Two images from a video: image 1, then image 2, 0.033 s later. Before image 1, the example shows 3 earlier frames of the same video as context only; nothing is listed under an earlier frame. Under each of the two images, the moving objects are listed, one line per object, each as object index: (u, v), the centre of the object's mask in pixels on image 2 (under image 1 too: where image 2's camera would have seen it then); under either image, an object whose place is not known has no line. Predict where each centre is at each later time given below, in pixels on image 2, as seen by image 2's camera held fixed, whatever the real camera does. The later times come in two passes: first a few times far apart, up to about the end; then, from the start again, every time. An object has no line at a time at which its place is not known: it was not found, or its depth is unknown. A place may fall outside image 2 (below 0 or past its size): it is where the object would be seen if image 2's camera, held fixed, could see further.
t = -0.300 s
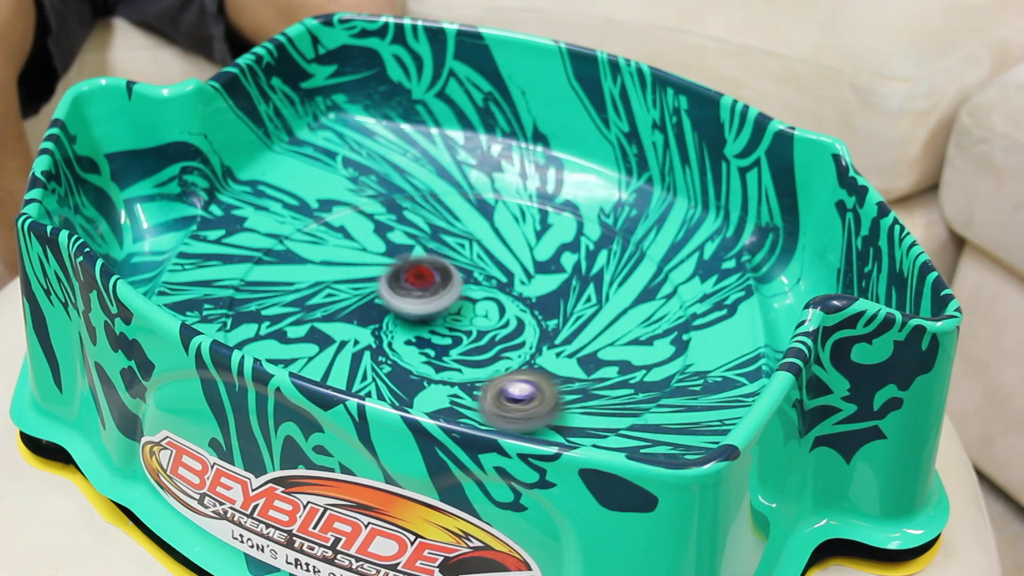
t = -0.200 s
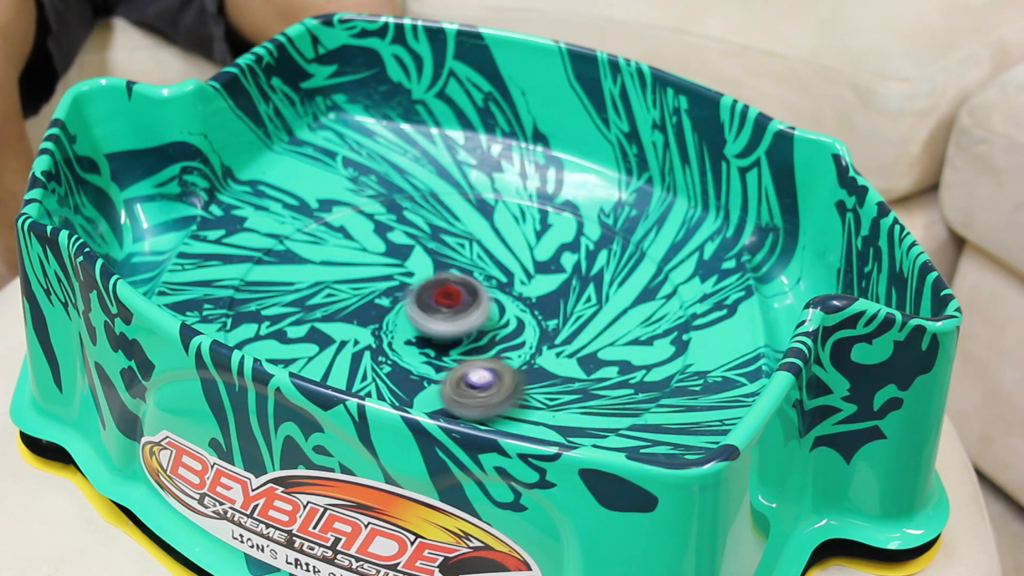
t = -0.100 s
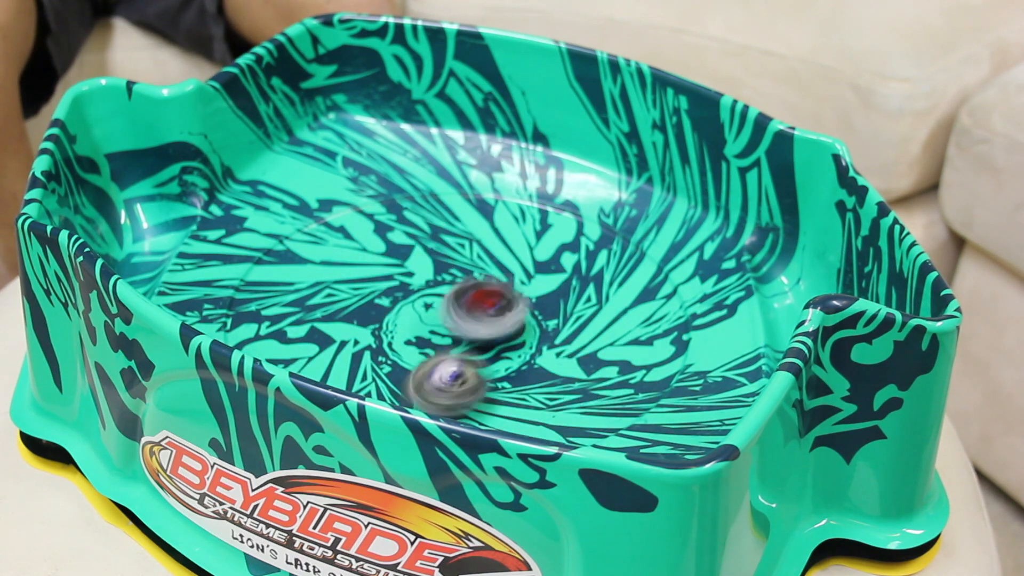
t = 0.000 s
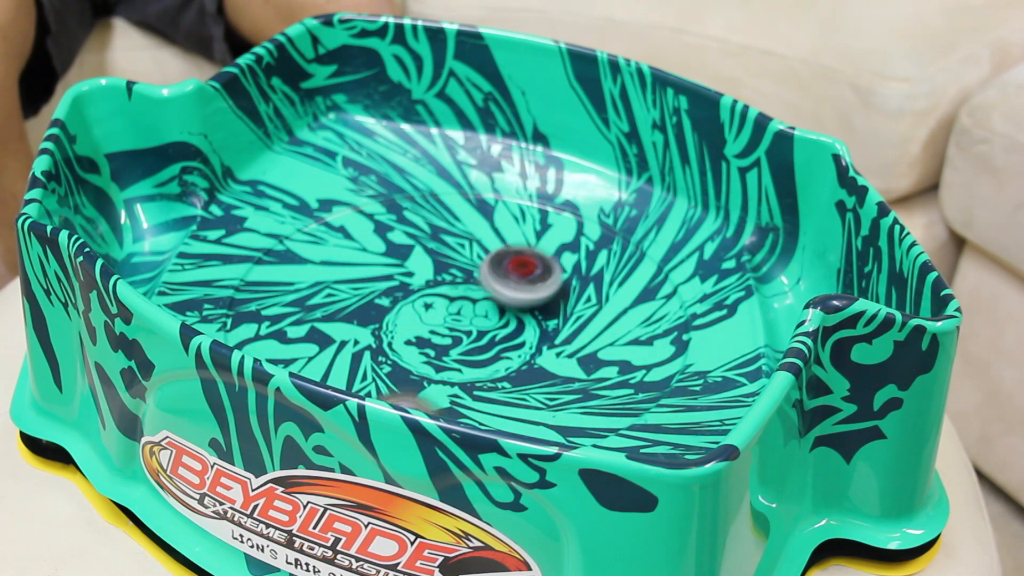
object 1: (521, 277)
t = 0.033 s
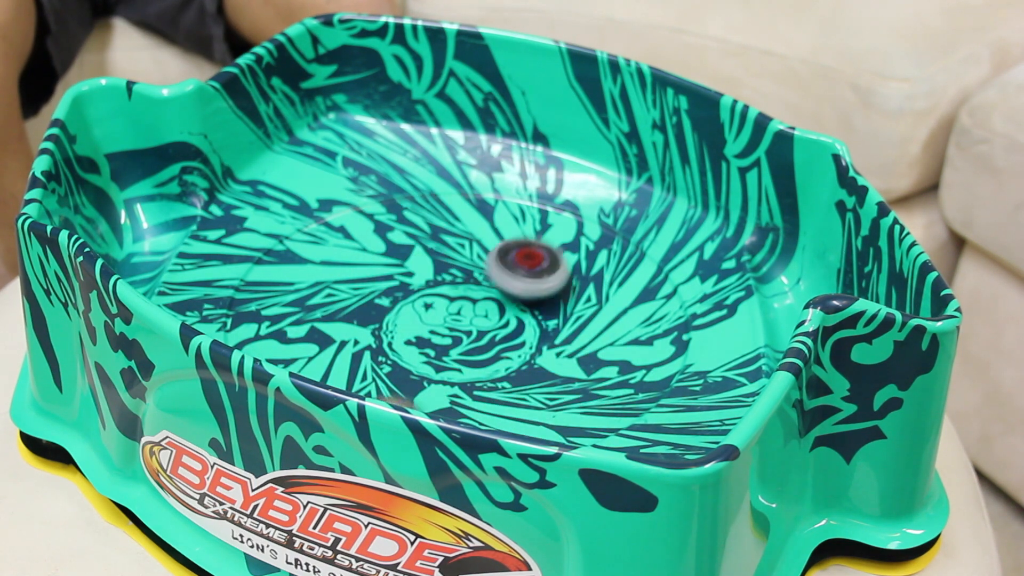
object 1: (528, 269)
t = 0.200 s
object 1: (537, 235)
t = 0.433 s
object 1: (487, 239)
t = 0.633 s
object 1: (464, 289)
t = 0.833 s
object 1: (461, 337)
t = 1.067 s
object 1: (478, 383)
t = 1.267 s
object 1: (515, 386)
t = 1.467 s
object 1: (504, 347)
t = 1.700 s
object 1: (449, 302)
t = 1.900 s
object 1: (400, 272)
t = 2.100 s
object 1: (355, 266)
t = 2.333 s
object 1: (385, 299)
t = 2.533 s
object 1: (460, 313)
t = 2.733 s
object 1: (531, 311)
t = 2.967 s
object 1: (582, 291)
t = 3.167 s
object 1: (547, 282)
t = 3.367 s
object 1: (486, 303)
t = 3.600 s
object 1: (431, 339)
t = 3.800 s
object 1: (411, 365)
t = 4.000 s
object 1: (443, 366)
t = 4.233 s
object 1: (423, 339)
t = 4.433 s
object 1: (388, 321)
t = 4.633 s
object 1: (376, 309)
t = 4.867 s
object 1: (358, 281)
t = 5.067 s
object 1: (377, 275)
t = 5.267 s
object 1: (422, 276)
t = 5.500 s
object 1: (463, 253)
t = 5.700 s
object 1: (483, 245)
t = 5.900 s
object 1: (492, 264)
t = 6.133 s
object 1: (473, 280)
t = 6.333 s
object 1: (427, 283)
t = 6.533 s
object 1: (391, 301)
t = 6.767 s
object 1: (407, 330)
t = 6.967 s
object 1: (386, 312)
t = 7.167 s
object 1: (388, 301)
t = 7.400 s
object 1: (413, 294)
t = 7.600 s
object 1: (446, 276)
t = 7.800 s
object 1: (473, 264)
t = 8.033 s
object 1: (500, 265)
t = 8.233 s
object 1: (506, 278)
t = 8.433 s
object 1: (505, 302)
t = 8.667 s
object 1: (490, 326)
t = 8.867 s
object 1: (465, 341)
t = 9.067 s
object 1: (442, 347)
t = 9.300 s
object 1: (428, 346)
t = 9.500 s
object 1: (436, 332)
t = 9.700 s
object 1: (442, 334)
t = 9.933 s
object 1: (459, 331)
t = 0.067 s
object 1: (532, 262)
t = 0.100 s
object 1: (536, 255)
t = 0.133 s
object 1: (537, 247)
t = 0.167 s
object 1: (538, 241)
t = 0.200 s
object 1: (537, 235)
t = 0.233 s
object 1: (534, 231)
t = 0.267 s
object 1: (528, 227)
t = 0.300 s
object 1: (522, 226)
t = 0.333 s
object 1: (513, 227)
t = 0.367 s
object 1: (505, 229)
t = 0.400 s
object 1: (496, 233)
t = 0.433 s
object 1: (487, 239)
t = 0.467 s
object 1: (480, 247)
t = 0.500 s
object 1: (474, 255)
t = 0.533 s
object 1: (471, 263)
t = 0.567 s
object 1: (468, 272)
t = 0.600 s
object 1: (466, 280)
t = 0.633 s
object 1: (464, 289)
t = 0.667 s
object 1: (462, 296)
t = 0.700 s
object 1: (462, 305)
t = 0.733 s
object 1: (461, 313)
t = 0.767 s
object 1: (461, 322)
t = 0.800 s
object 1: (461, 329)
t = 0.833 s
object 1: (461, 337)
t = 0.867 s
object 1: (462, 345)
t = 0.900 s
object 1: (463, 352)
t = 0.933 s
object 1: (463, 359)
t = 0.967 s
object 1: (466, 366)
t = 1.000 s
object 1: (469, 373)
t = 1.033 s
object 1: (472, 378)
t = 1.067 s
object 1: (478, 383)
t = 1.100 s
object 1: (483, 387)
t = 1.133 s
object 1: (491, 390)
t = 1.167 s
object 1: (497, 392)
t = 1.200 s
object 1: (504, 391)
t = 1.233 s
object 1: (510, 389)
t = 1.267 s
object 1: (515, 386)
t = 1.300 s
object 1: (517, 381)
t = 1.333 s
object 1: (518, 374)
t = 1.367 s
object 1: (517, 367)
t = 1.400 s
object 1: (514, 360)
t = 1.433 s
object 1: (510, 353)
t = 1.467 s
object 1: (504, 347)
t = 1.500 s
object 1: (498, 340)
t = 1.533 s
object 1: (490, 332)
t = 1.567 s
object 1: (483, 326)
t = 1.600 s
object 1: (475, 320)
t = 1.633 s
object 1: (466, 314)
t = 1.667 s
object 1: (458, 308)
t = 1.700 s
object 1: (449, 302)
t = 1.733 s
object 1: (442, 296)
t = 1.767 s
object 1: (433, 291)
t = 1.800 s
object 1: (425, 285)
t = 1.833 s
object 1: (416, 281)
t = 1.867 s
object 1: (408, 276)
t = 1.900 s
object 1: (400, 272)
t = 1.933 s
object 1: (391, 269)
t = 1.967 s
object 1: (381, 266)
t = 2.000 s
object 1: (373, 264)
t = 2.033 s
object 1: (366, 264)
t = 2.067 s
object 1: (360, 264)
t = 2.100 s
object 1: (355, 266)
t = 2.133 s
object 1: (352, 269)
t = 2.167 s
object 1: (351, 274)
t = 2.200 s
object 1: (353, 279)
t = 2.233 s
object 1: (359, 286)
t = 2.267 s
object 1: (365, 290)
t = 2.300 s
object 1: (374, 295)
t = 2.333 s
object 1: (385, 299)
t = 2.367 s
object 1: (396, 303)
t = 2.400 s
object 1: (408, 306)
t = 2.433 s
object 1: (421, 308)
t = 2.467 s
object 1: (434, 310)
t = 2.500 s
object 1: (447, 312)
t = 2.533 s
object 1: (460, 313)
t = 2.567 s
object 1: (473, 313)
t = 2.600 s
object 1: (485, 314)
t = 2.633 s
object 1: (497, 313)
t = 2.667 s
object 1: (509, 313)
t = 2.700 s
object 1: (521, 312)
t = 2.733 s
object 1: (531, 311)
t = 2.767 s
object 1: (542, 310)
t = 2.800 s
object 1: (553, 307)
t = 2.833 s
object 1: (562, 304)
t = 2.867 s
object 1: (569, 302)
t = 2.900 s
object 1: (575, 298)
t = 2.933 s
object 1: (580, 295)
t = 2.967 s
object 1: (582, 291)
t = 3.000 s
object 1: (582, 288)
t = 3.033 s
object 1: (579, 285)
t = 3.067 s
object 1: (575, 282)
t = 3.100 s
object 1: (567, 281)
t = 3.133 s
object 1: (558, 281)
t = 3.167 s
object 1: (547, 282)
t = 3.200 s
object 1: (538, 284)
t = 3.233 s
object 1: (528, 287)
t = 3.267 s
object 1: (516, 290)
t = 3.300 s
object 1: (505, 294)
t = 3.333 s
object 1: (495, 299)
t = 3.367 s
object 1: (486, 303)
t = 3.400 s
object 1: (477, 308)
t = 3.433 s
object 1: (469, 312)
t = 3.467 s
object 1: (461, 319)
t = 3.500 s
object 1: (452, 324)
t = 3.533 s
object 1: (445, 329)
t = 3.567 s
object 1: (438, 333)
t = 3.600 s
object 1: (431, 339)
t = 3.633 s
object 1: (425, 344)
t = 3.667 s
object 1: (420, 349)
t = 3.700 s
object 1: (416, 353)
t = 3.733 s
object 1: (413, 358)
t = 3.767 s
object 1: (412, 362)
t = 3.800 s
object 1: (411, 365)
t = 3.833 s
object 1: (413, 368)
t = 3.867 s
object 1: (416, 370)
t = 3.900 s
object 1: (422, 372)
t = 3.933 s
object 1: (428, 372)
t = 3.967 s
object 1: (436, 370)
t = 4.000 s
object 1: (443, 366)
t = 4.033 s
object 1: (449, 362)
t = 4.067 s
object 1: (455, 357)
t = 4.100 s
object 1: (456, 352)
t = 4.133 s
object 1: (448, 349)
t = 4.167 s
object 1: (440, 346)
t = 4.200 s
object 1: (432, 342)
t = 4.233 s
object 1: (423, 339)
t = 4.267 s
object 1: (416, 335)
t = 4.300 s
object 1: (409, 332)
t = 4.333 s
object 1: (403, 330)
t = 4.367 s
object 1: (397, 327)
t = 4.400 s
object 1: (392, 324)
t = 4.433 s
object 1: (388, 321)
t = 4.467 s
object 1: (384, 319)
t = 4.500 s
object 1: (382, 316)
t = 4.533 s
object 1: (378, 314)
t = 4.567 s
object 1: (377, 312)
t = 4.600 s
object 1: (376, 311)
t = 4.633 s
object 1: (376, 309)
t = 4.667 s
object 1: (373, 305)
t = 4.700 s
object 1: (368, 298)
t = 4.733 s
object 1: (365, 293)
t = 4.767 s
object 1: (363, 289)
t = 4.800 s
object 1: (361, 286)
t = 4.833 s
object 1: (359, 283)
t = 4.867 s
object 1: (358, 281)
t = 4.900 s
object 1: (358, 279)
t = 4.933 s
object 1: (359, 277)
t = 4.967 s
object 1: (363, 276)
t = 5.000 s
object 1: (367, 275)
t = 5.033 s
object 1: (372, 275)
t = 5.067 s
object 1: (377, 275)
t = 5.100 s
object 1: (384, 275)
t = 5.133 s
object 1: (391, 276)
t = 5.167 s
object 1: (398, 276)
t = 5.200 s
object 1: (406, 276)
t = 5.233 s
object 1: (414, 277)
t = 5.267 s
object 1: (422, 276)
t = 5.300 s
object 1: (431, 276)
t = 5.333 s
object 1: (437, 271)
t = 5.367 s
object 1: (444, 265)
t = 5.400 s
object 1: (450, 262)
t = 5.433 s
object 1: (454, 258)
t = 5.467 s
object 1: (459, 255)
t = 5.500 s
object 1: (463, 253)
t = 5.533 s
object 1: (468, 250)
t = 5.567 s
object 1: (472, 248)
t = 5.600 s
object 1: (475, 246)
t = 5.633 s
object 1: (479, 245)
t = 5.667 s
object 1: (482, 245)
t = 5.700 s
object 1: (483, 245)
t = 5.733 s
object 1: (487, 248)
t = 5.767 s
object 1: (489, 250)
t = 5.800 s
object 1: (490, 253)
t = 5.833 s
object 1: (491, 256)
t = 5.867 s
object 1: (491, 260)
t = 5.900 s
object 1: (492, 264)
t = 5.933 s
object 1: (493, 270)
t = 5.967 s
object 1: (495, 275)
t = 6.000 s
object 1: (498, 281)
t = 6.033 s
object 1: (499, 286)
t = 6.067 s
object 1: (494, 286)
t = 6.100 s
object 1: (484, 281)
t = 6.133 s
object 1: (473, 280)
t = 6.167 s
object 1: (467, 280)
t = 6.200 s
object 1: (458, 280)
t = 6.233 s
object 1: (449, 280)
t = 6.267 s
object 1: (441, 281)
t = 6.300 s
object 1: (434, 282)
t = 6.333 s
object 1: (427, 283)
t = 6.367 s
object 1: (419, 285)
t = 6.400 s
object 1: (413, 287)
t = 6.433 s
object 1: (405, 290)
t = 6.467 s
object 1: (400, 294)
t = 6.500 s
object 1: (396, 297)
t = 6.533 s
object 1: (391, 301)
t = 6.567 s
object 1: (390, 305)
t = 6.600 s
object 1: (390, 310)
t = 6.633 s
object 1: (390, 314)
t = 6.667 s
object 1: (393, 319)
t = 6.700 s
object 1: (397, 323)
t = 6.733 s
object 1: (400, 326)
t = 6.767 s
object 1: (407, 330)
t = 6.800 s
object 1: (406, 328)
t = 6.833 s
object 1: (398, 323)
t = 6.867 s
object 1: (394, 319)
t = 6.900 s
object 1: (391, 317)
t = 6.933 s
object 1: (387, 314)
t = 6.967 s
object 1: (386, 312)
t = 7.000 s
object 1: (385, 310)
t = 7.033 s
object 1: (384, 308)
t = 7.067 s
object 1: (385, 306)
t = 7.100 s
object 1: (386, 304)
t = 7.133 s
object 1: (387, 303)
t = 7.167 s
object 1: (388, 301)
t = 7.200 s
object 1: (390, 299)
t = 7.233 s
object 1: (392, 298)
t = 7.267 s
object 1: (394, 297)
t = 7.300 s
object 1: (399, 297)
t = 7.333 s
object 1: (404, 296)
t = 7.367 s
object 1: (408, 295)
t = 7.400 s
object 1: (413, 294)
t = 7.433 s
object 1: (420, 291)
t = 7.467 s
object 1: (424, 290)
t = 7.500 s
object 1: (429, 287)
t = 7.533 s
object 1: (435, 286)
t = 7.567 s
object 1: (442, 280)
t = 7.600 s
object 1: (446, 276)
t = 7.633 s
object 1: (450, 274)
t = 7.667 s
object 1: (455, 271)
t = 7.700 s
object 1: (459, 269)
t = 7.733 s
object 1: (464, 266)
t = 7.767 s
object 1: (470, 265)
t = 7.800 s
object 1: (473, 264)
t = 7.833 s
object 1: (476, 263)
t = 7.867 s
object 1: (481, 262)
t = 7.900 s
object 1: (485, 262)
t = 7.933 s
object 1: (488, 262)
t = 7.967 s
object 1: (493, 263)
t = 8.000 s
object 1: (497, 264)
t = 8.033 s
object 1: (500, 265)
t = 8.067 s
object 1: (502, 266)
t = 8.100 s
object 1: (503, 268)
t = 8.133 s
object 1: (505, 270)
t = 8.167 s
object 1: (505, 272)
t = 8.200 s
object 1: (506, 275)
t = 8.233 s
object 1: (506, 278)
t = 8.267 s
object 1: (506, 283)
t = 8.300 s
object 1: (505, 286)
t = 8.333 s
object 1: (506, 290)
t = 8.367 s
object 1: (506, 294)
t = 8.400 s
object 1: (505, 299)
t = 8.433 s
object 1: (505, 302)
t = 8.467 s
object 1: (504, 305)
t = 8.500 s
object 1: (503, 309)
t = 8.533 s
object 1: (500, 313)
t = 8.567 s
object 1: (499, 316)
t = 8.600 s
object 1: (497, 319)
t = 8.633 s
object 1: (493, 322)
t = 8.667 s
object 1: (490, 326)
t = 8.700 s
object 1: (487, 329)
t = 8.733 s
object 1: (484, 331)
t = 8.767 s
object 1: (478, 334)
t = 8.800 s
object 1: (474, 337)
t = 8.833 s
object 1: (471, 338)
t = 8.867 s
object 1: (465, 341)
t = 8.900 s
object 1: (461, 342)
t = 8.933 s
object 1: (457, 344)
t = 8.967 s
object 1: (453, 345)
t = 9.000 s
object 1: (447, 346)
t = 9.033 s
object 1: (445, 348)
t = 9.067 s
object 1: (442, 347)
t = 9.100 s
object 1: (437, 347)
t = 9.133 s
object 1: (433, 346)
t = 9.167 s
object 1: (431, 347)
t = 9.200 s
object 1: (429, 347)
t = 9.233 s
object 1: (427, 347)
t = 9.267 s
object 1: (427, 346)
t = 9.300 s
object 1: (428, 346)
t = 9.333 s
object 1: (429, 344)
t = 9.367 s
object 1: (429, 342)
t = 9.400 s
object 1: (432, 339)
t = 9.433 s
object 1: (435, 336)
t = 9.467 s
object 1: (436, 335)
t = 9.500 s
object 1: (436, 332)
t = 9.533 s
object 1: (438, 332)
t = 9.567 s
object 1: (440, 329)
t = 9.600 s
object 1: (439, 331)
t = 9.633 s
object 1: (439, 332)
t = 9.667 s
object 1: (440, 334)
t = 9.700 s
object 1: (442, 334)
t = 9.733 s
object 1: (442, 336)
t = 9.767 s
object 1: (444, 336)
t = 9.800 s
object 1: (448, 337)
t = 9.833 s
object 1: (451, 336)
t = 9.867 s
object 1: (454, 334)
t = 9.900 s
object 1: (456, 333)
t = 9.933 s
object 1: (459, 331)
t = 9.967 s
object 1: (463, 329)
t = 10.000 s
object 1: (465, 328)
